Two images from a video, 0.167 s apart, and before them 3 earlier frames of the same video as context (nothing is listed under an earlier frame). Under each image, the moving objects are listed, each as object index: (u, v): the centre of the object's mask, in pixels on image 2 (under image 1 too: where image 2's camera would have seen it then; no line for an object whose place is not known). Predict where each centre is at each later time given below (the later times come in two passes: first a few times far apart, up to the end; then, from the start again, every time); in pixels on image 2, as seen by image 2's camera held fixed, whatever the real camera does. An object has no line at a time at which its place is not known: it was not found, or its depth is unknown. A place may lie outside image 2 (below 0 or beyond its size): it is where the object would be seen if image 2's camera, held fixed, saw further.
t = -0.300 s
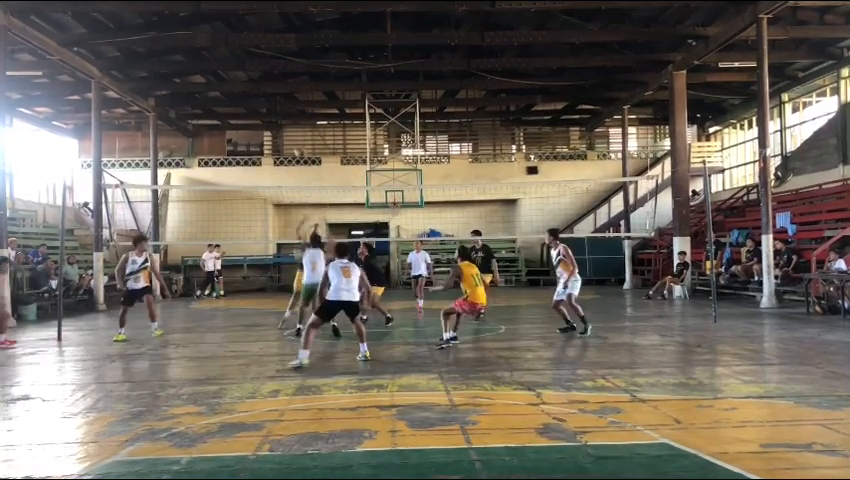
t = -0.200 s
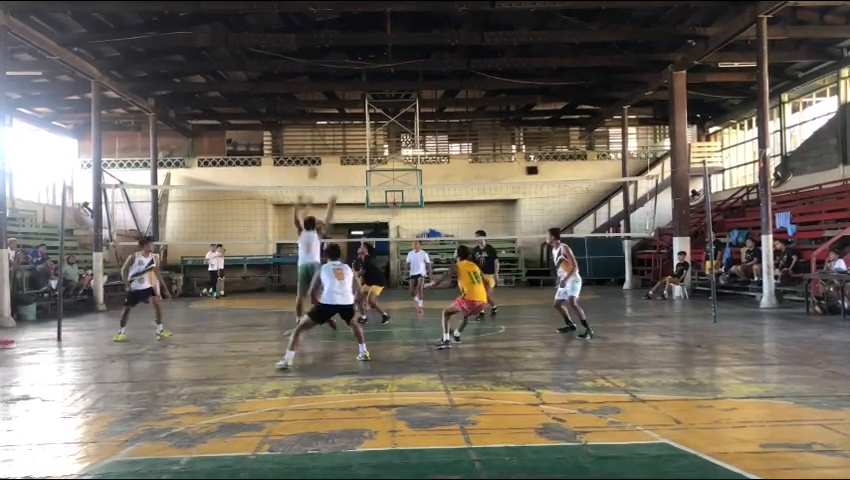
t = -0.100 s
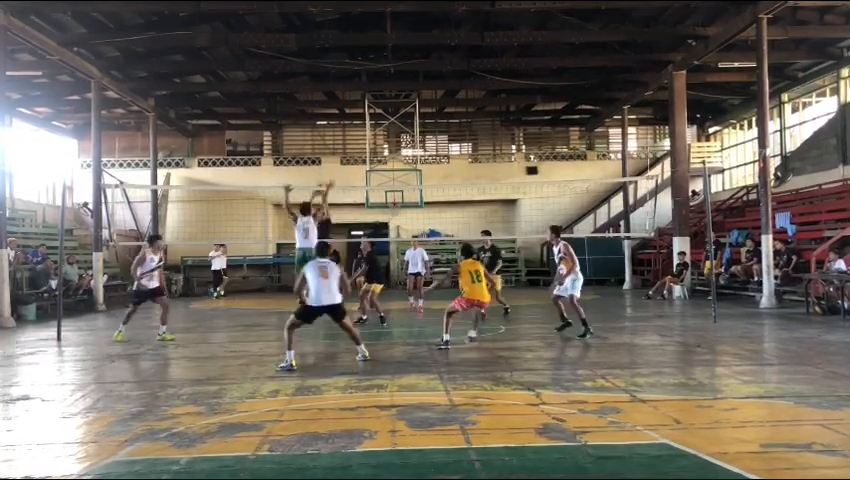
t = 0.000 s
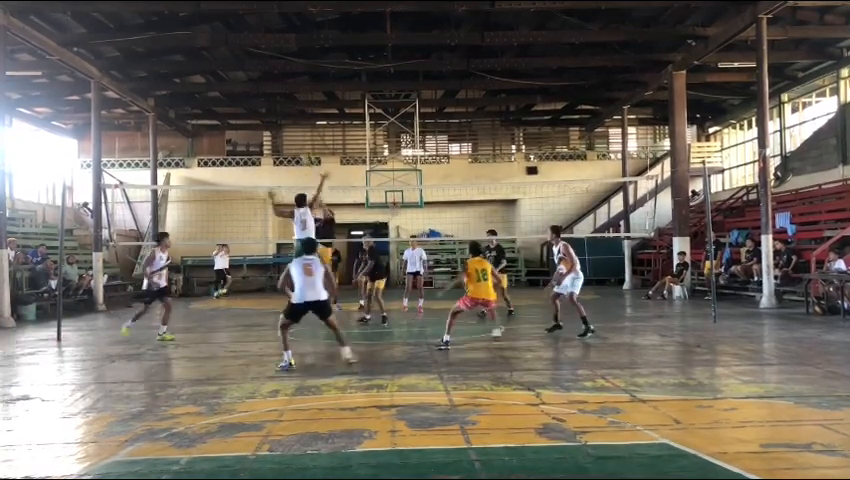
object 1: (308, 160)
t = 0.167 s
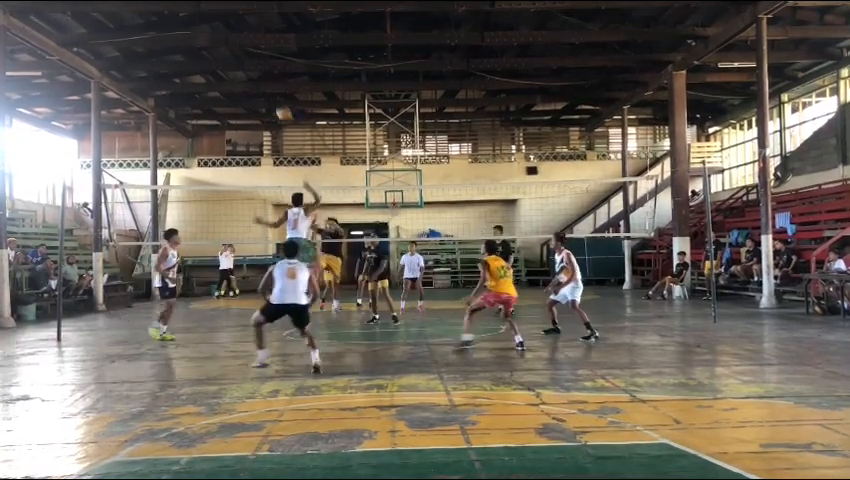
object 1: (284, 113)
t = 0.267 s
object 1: (268, 91)
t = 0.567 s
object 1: (212, 56)
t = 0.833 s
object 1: (149, 79)
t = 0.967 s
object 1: (110, 119)
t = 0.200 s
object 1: (278, 105)
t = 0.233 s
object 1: (273, 98)
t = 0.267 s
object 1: (268, 91)
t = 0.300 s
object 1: (262, 86)
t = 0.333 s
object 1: (256, 79)
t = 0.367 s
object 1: (250, 74)
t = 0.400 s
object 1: (245, 70)
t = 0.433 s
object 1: (239, 66)
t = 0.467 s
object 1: (232, 62)
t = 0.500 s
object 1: (226, 59)
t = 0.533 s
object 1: (220, 57)
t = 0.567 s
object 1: (212, 56)
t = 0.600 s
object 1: (205, 56)
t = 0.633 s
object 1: (198, 56)
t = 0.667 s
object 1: (190, 57)
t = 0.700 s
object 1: (183, 59)
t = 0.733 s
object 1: (175, 62)
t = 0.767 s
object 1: (168, 66)
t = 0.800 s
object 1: (158, 71)
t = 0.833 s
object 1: (149, 79)
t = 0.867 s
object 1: (140, 86)
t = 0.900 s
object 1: (130, 95)
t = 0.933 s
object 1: (120, 106)
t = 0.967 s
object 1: (110, 119)
